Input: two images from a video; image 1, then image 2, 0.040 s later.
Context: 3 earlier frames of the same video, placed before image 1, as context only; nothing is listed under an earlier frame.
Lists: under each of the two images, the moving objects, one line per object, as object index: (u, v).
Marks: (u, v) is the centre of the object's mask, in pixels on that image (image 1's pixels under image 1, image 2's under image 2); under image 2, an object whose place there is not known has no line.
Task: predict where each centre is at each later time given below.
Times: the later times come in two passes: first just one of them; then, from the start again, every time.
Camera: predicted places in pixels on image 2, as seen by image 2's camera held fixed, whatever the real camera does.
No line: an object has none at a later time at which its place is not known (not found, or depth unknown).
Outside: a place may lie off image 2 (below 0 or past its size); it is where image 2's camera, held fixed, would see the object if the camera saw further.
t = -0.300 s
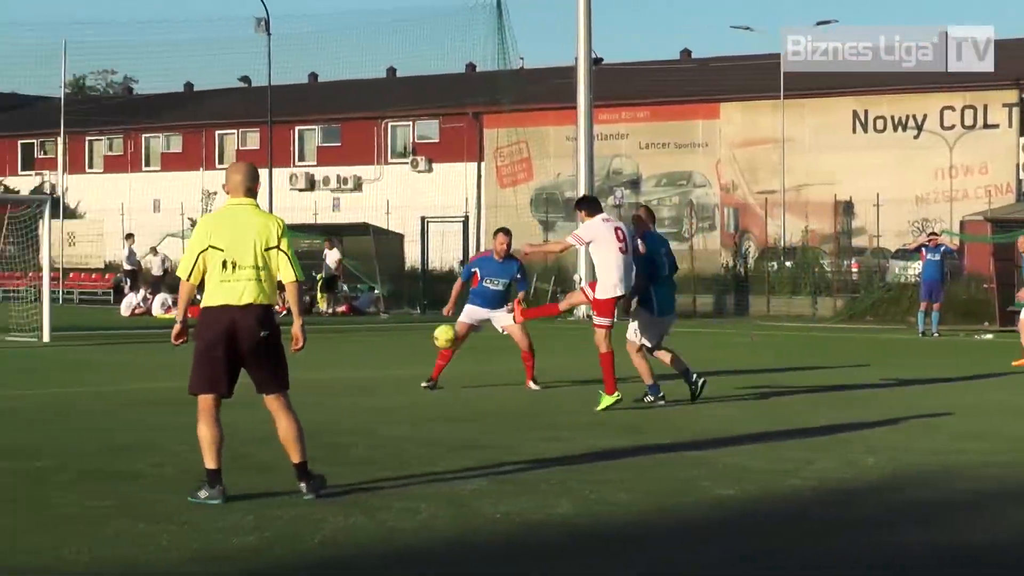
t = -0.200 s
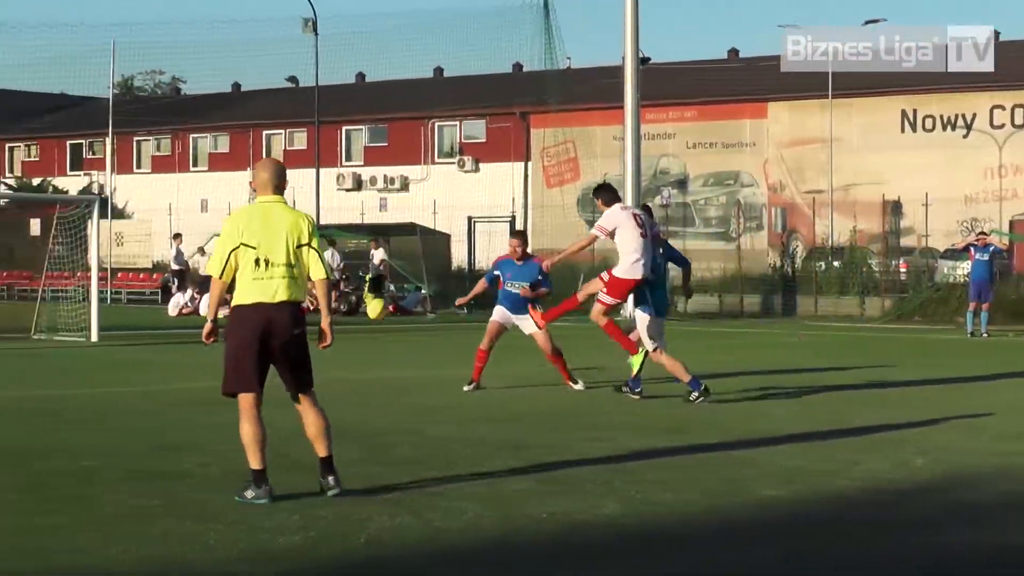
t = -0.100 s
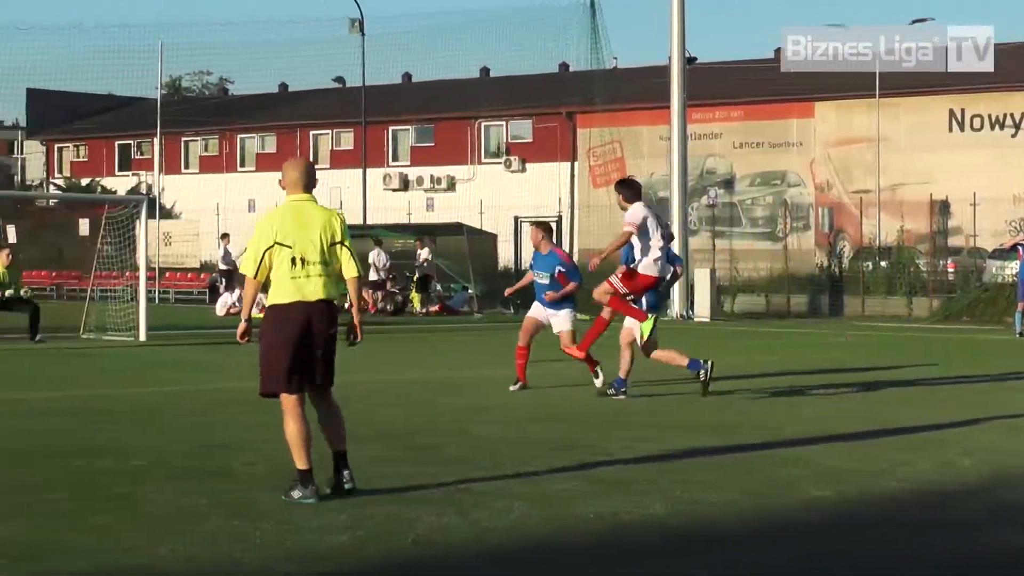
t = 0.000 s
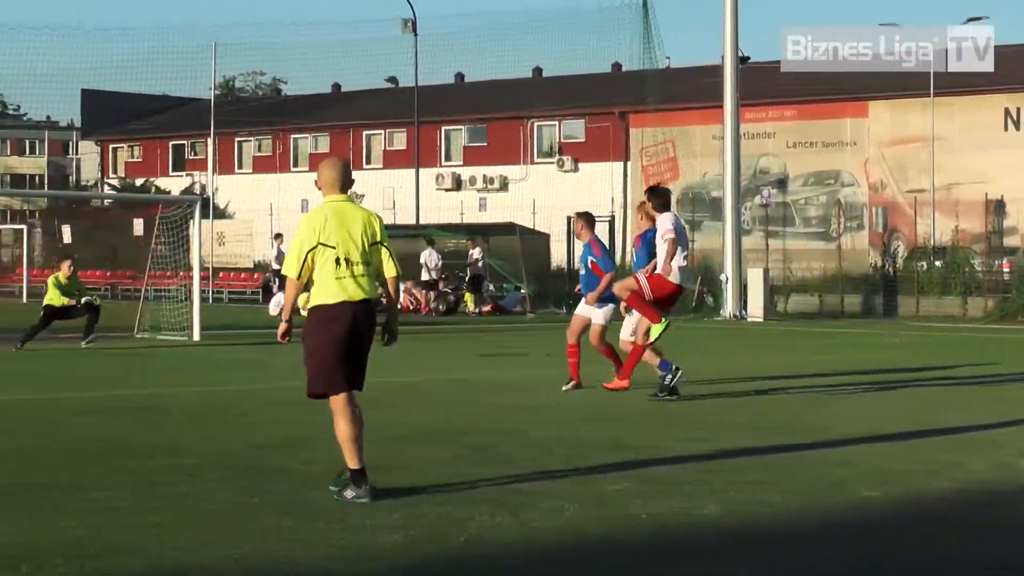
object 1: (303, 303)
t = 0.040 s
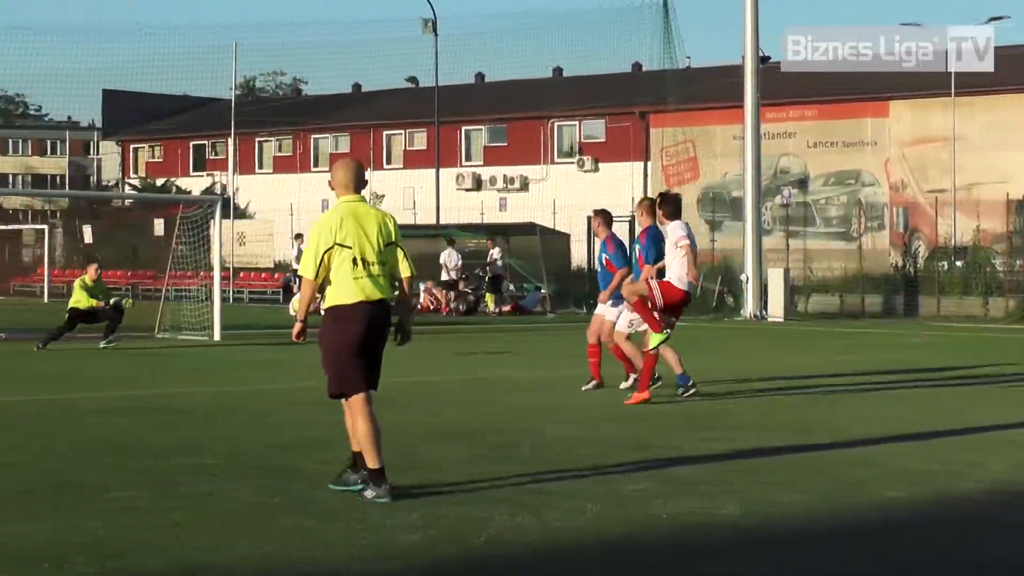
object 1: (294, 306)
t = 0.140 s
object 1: (241, 322)
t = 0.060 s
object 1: (287, 308)
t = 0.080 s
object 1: (275, 311)
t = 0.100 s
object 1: (263, 315)
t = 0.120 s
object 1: (252, 318)
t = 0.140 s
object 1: (241, 322)
